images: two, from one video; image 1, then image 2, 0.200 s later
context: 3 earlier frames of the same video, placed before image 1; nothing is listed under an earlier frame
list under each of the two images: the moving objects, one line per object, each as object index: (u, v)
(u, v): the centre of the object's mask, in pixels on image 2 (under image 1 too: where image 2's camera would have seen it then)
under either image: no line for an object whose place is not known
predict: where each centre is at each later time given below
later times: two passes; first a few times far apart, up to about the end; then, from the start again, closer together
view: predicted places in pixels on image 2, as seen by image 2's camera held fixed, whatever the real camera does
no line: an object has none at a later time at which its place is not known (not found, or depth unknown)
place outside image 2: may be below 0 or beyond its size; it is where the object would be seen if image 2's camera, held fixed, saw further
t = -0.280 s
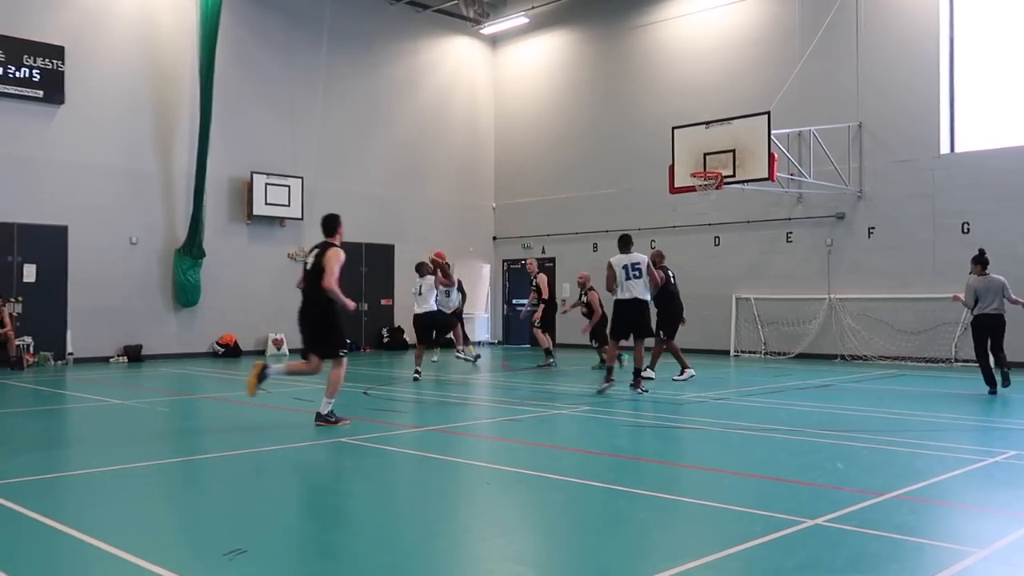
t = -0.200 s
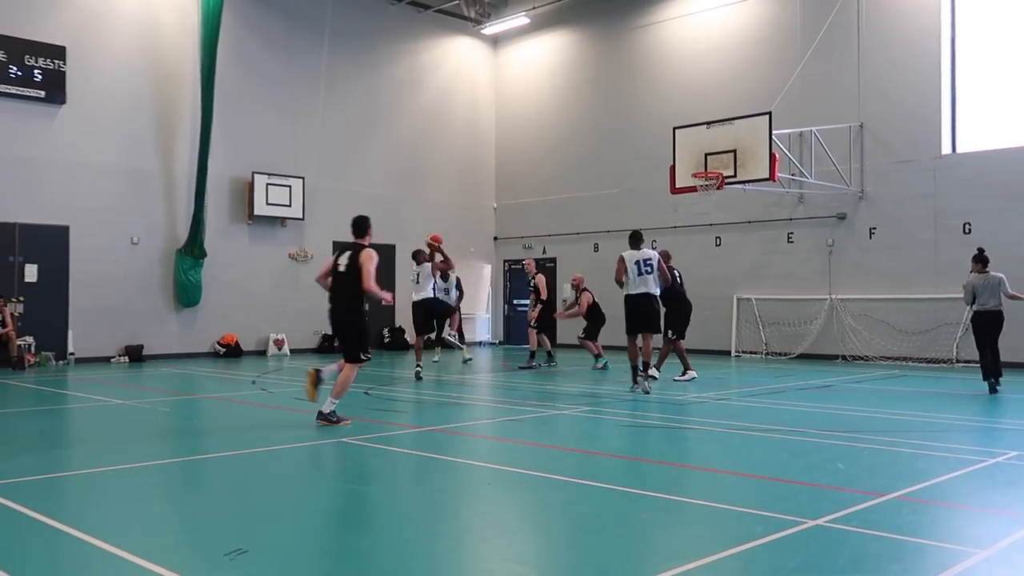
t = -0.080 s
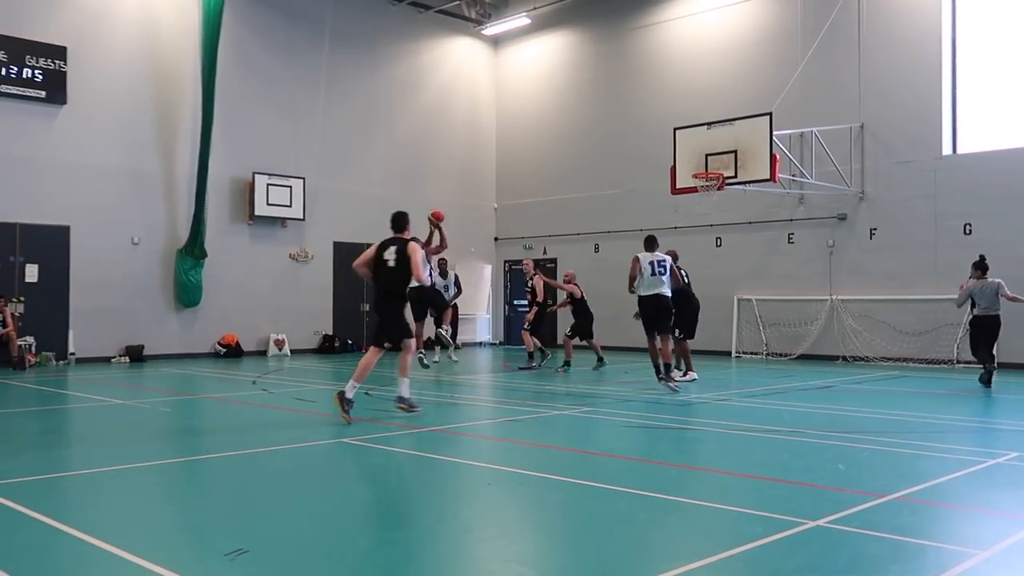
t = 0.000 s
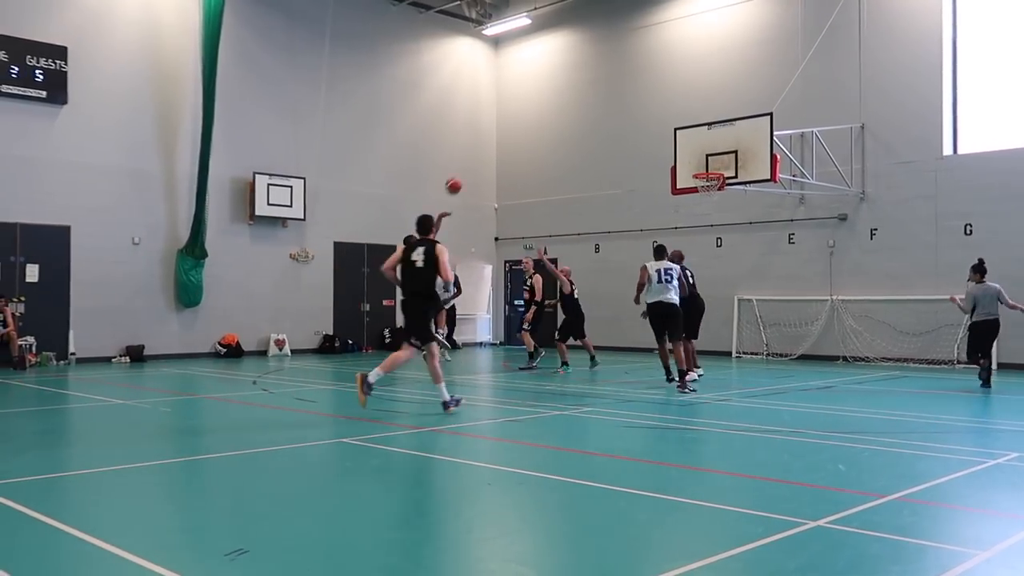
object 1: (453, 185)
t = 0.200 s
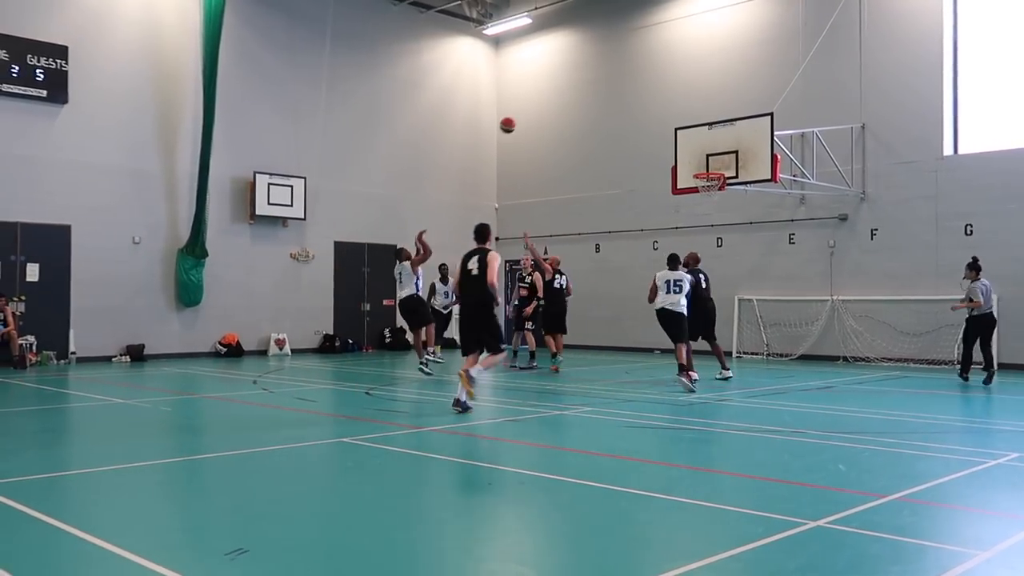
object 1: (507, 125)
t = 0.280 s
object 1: (528, 109)
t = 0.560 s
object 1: (597, 87)
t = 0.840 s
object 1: (661, 118)
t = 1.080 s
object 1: (706, 181)
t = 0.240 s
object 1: (518, 116)
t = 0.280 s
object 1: (528, 109)
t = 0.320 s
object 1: (538, 102)
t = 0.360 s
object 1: (548, 97)
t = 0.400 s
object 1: (558, 93)
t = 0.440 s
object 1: (568, 91)
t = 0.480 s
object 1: (578, 89)
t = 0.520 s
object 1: (587, 88)
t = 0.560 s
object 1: (597, 87)
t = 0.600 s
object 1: (607, 89)
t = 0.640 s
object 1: (616, 92)
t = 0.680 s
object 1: (625, 95)
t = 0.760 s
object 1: (643, 104)
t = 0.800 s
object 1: (652, 111)
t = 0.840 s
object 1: (661, 118)
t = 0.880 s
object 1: (670, 126)
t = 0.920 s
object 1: (679, 134)
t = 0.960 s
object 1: (687, 145)
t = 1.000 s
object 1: (696, 156)
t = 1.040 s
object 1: (704, 166)
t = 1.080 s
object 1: (706, 181)
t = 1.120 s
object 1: (713, 186)
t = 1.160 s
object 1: (715, 188)
